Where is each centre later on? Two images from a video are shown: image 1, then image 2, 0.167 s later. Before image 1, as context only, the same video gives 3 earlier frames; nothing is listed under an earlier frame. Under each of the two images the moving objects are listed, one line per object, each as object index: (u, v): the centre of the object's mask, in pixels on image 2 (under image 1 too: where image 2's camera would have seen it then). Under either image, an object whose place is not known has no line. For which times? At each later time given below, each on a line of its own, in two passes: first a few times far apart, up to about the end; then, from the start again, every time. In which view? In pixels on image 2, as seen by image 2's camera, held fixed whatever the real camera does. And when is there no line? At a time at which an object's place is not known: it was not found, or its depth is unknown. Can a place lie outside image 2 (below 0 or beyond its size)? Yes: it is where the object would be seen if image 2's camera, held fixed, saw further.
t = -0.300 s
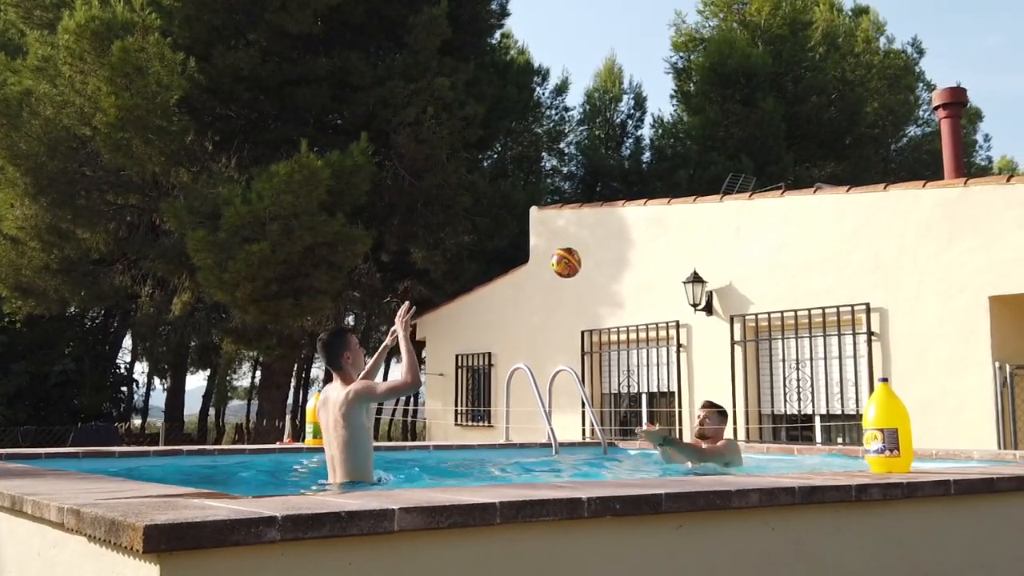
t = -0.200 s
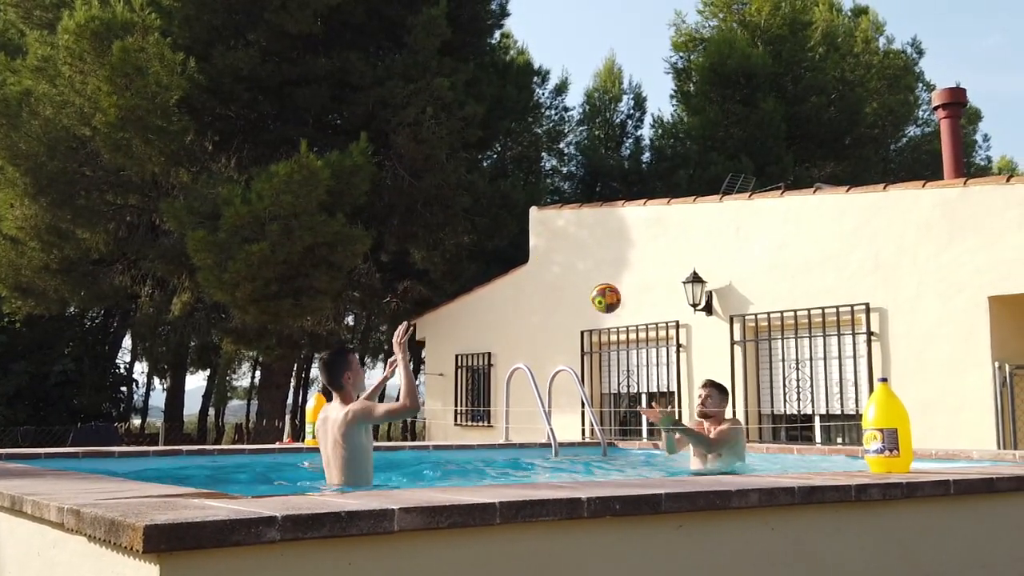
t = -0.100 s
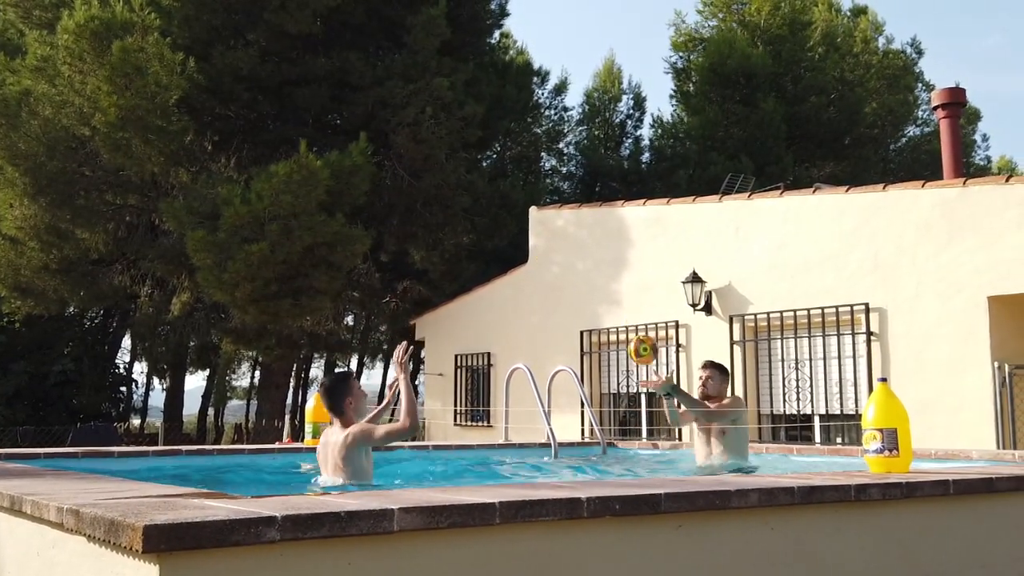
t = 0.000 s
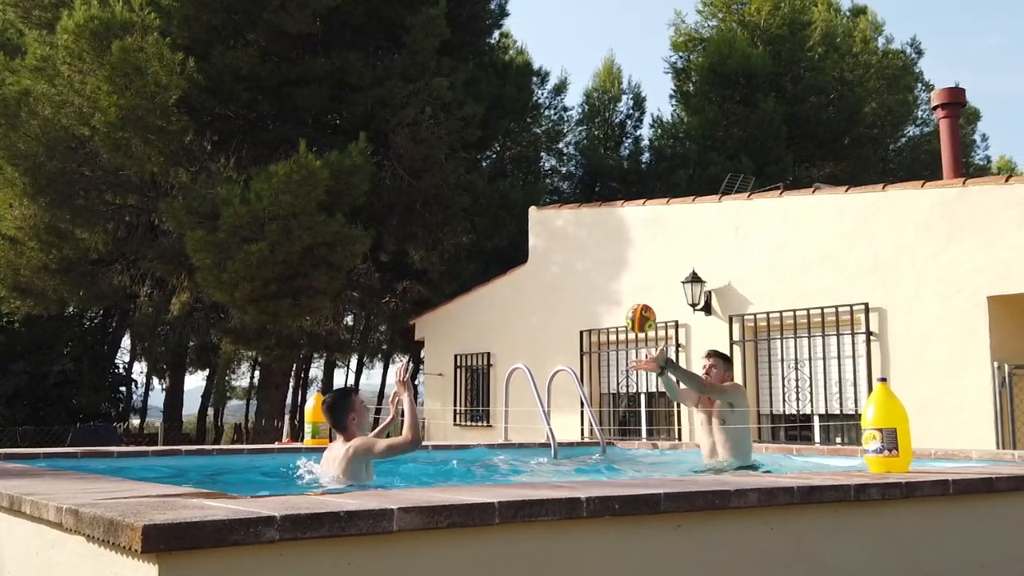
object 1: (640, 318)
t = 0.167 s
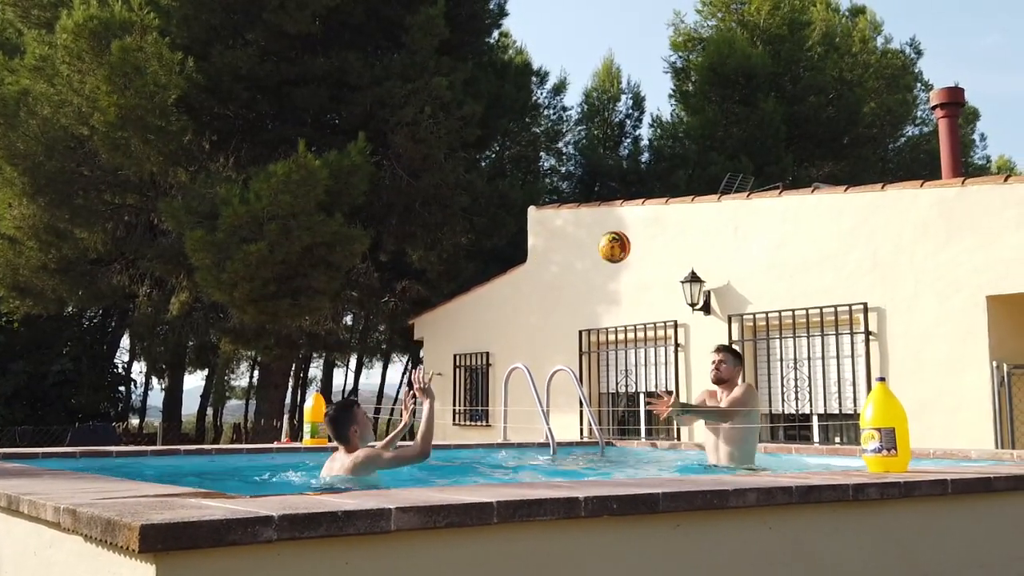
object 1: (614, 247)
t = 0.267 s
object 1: (599, 226)
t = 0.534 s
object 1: (553, 269)
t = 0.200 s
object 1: (609, 238)
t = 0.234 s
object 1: (604, 231)
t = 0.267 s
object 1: (599, 226)
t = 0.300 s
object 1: (594, 223)
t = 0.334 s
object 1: (589, 222)
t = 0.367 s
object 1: (583, 223)
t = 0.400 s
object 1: (577, 227)
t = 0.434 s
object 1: (571, 233)
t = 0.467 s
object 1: (565, 242)
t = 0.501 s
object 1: (559, 254)
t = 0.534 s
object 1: (553, 269)
